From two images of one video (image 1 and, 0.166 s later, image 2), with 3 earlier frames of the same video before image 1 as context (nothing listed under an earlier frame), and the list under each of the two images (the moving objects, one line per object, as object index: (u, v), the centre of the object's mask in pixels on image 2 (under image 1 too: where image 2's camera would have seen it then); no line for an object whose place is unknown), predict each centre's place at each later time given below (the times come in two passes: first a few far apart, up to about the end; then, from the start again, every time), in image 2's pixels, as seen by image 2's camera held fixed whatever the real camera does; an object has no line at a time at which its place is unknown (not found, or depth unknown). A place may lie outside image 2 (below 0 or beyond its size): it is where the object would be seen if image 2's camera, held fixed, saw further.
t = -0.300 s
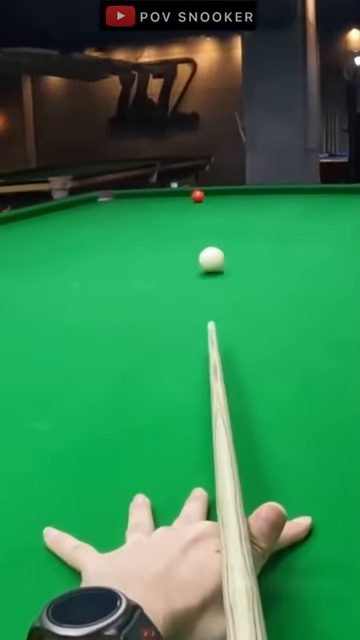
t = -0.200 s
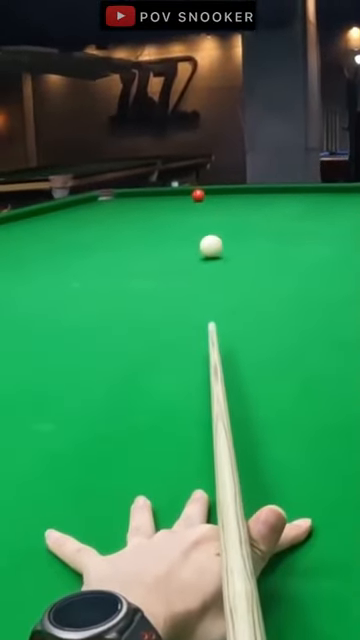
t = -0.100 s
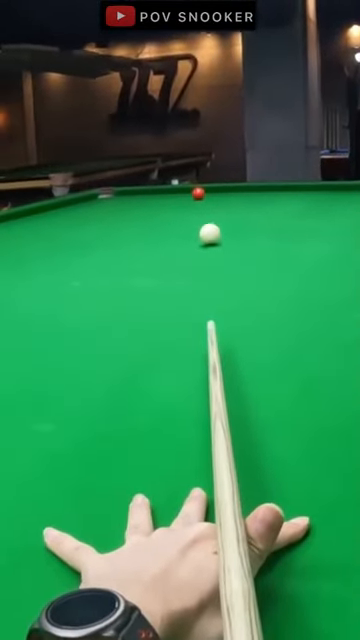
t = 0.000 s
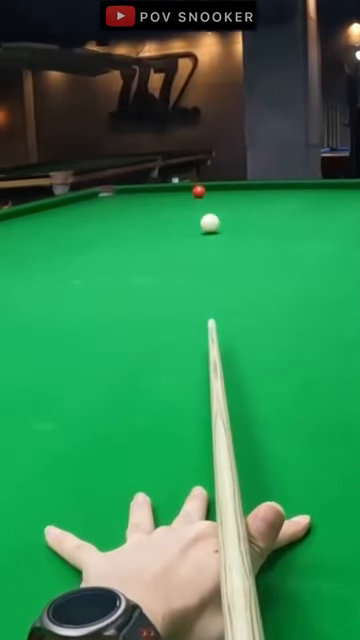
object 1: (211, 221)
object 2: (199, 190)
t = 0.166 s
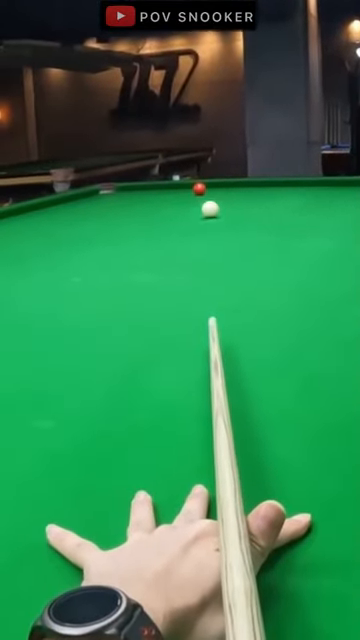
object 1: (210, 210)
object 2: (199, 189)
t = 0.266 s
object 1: (209, 204)
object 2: (199, 189)
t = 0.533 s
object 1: (208, 192)
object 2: (197, 189)
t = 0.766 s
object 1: (229, 185)
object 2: (179, 189)
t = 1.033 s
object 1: (240, 182)
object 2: (154, 187)
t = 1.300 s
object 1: (234, 187)
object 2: (131, 185)
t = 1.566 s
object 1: (229, 191)
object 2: (111, 185)
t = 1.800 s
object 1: (224, 196)
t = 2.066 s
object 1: (217, 203)
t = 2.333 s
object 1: (210, 210)
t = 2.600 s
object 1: (203, 217)
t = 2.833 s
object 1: (196, 224)
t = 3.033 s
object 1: (190, 230)
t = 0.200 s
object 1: (210, 207)
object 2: (199, 189)
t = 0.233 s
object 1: (209, 206)
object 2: (199, 189)
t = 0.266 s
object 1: (209, 204)
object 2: (199, 189)
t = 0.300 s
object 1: (209, 202)
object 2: (199, 189)
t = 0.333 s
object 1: (209, 200)
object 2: (199, 189)
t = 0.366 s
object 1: (209, 199)
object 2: (199, 189)
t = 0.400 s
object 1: (209, 197)
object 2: (198, 189)
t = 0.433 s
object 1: (209, 196)
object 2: (198, 189)
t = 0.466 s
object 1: (208, 195)
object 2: (198, 189)
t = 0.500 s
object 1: (208, 193)
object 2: (198, 188)
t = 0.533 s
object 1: (208, 192)
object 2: (197, 189)
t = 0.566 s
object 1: (208, 191)
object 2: (197, 189)
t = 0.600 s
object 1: (208, 190)
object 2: (197, 189)
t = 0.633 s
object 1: (212, 189)
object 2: (195, 190)
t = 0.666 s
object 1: (217, 188)
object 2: (191, 189)
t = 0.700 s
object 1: (221, 187)
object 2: (186, 190)
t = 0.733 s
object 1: (225, 186)
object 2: (182, 189)
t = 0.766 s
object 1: (229, 185)
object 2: (179, 189)
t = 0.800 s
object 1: (233, 184)
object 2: (176, 189)
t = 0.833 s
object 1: (237, 183)
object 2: (172, 188)
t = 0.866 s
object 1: (240, 182)
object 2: (169, 188)
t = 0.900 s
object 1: (242, 182)
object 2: (166, 187)
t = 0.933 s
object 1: (242, 182)
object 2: (163, 188)
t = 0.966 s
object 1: (241, 182)
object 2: (160, 187)
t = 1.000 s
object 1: (240, 182)
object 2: (156, 187)
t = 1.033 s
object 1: (240, 182)
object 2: (154, 187)
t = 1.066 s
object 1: (239, 183)
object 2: (151, 187)
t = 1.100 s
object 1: (238, 183)
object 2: (148, 186)
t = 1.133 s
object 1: (238, 184)
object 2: (145, 186)
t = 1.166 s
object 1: (237, 184)
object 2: (142, 186)
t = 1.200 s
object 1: (236, 185)
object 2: (140, 186)
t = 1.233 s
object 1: (236, 185)
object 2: (137, 186)
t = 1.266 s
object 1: (235, 186)
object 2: (134, 185)
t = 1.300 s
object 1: (234, 187)
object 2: (131, 185)
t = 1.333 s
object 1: (234, 187)
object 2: (129, 185)
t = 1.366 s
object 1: (233, 187)
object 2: (126, 185)
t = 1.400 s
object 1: (232, 188)
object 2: (124, 185)
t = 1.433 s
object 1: (232, 189)
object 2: (121, 185)
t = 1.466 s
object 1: (231, 189)
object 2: (119, 185)
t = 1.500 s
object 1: (230, 190)
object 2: (117, 185)
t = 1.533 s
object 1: (230, 191)
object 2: (114, 185)
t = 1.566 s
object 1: (229, 191)
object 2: (111, 185)
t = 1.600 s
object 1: (228, 192)
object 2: (108, 186)
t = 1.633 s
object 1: (227, 193)
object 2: (107, 187)
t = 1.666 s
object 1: (227, 194)
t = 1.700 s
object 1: (226, 194)
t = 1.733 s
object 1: (225, 195)
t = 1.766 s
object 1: (224, 195)
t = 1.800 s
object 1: (224, 196)
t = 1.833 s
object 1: (223, 197)
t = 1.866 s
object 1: (222, 198)
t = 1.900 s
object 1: (221, 199)
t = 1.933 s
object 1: (220, 200)
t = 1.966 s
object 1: (219, 201)
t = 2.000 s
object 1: (219, 201)
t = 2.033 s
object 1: (218, 202)
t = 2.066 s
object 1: (217, 203)
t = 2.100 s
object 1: (217, 204)
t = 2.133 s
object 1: (216, 205)
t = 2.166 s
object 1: (215, 206)
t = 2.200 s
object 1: (214, 206)
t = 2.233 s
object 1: (213, 207)
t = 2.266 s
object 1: (212, 208)
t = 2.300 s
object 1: (211, 209)
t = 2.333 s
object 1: (210, 210)
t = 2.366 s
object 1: (210, 211)
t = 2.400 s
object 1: (209, 211)
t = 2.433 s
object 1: (208, 212)
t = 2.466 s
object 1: (207, 213)
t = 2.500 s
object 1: (206, 214)
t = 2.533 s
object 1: (205, 215)
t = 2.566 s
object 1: (204, 216)
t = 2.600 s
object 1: (203, 217)
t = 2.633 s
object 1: (202, 218)
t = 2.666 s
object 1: (201, 219)
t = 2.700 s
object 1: (200, 220)
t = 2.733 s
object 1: (199, 221)
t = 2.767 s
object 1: (198, 222)
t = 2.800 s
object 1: (197, 223)
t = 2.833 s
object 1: (196, 224)
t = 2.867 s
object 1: (195, 225)
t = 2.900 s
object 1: (194, 225)
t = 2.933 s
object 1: (193, 227)
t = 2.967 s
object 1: (192, 228)
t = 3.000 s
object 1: (191, 229)
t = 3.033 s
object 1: (190, 230)
